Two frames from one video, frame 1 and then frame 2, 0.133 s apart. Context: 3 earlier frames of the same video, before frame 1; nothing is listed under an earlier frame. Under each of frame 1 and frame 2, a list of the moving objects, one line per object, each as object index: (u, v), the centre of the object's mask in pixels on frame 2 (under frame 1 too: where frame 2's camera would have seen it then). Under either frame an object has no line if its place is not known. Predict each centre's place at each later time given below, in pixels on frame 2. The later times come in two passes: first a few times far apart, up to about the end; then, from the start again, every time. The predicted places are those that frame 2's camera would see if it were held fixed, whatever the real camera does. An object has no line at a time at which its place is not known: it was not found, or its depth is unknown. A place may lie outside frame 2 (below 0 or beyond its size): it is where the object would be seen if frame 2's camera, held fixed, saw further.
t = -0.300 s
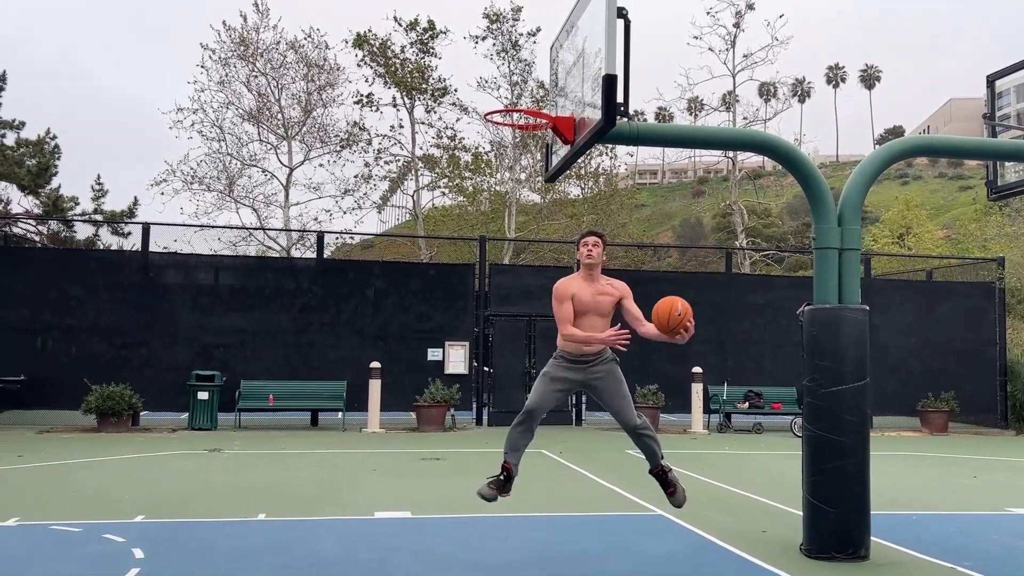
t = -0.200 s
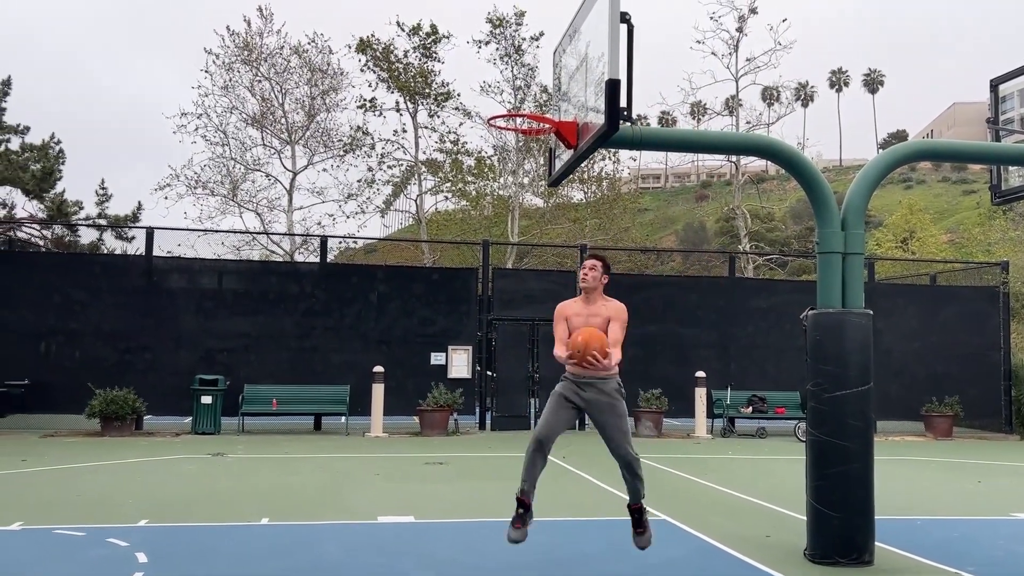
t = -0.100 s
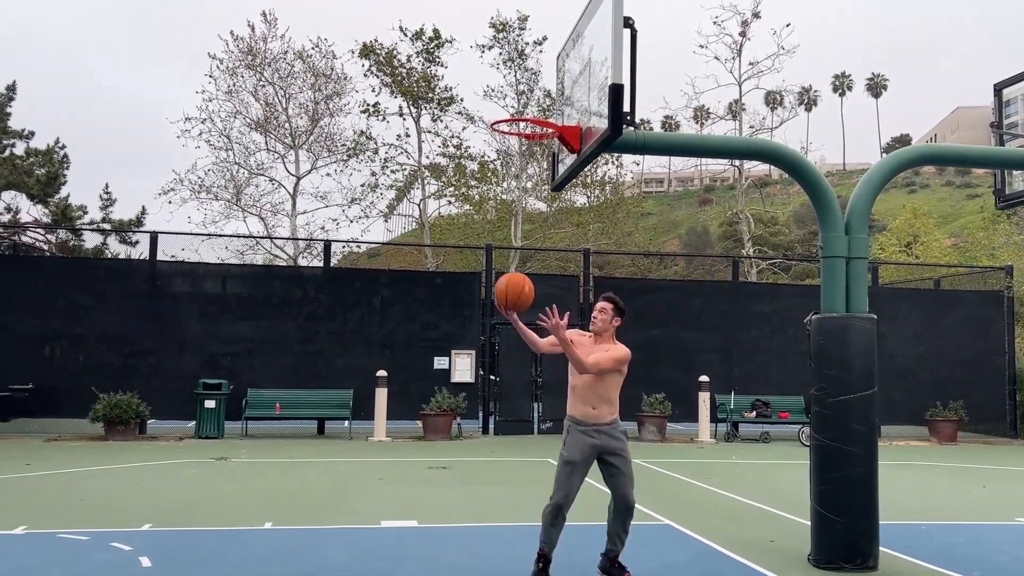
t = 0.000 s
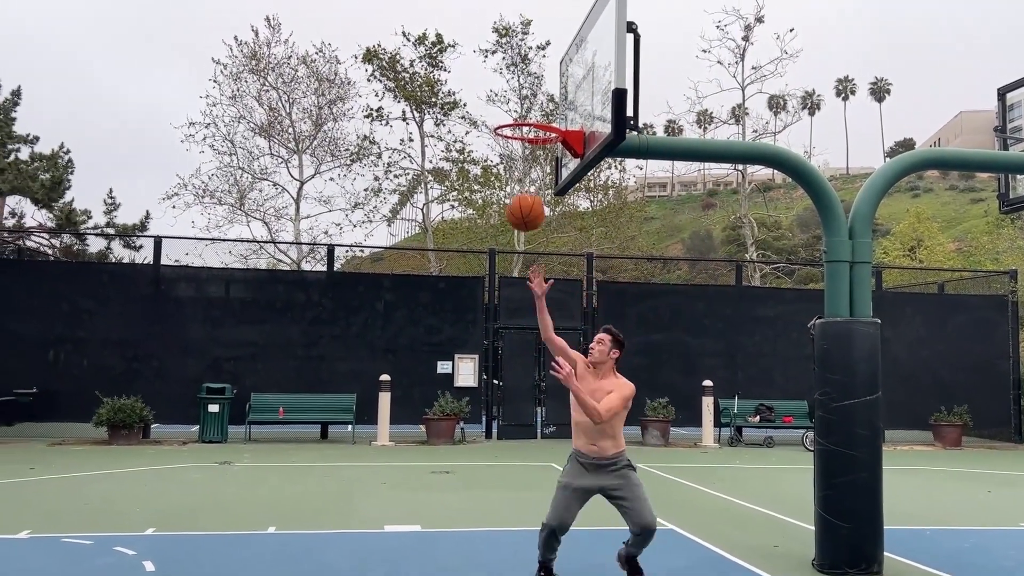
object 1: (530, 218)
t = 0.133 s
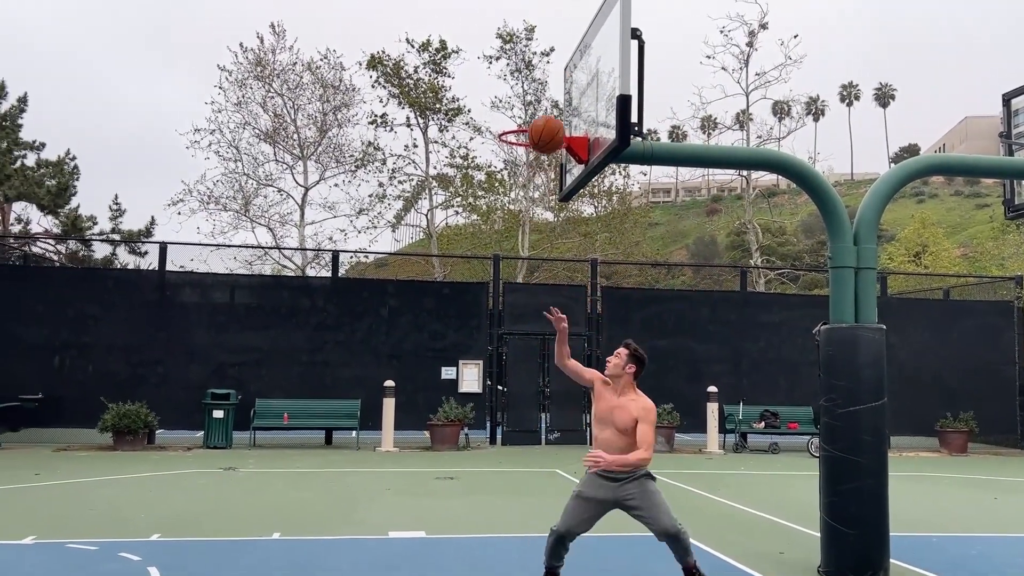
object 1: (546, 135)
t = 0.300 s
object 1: (565, 71)
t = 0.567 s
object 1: (565, 73)
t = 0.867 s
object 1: (523, 141)
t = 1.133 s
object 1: (559, 179)
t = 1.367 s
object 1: (558, 244)
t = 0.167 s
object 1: (551, 118)
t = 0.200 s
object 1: (555, 104)
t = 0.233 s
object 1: (558, 91)
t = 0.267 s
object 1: (562, 80)
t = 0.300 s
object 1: (565, 71)
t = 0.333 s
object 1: (569, 64)
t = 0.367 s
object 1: (572, 58)
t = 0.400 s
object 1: (576, 54)
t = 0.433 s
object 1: (579, 52)
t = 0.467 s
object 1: (580, 53)
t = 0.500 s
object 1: (575, 58)
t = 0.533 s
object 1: (570, 65)
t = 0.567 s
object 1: (565, 73)
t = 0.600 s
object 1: (560, 82)
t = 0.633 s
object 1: (556, 93)
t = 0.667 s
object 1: (551, 106)
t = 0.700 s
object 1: (547, 117)
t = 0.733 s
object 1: (541, 135)
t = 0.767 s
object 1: (531, 136)
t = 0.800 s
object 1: (522, 139)
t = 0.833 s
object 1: (519, 140)
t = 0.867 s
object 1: (523, 141)
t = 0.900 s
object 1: (527, 146)
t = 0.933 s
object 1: (532, 149)
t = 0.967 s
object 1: (539, 153)
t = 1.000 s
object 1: (544, 158)
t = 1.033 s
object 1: (549, 163)
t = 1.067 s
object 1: (553, 168)
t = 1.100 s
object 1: (557, 173)
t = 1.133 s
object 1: (559, 179)
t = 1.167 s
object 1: (560, 185)
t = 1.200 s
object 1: (560, 191)
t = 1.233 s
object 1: (560, 199)
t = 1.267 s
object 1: (560, 208)
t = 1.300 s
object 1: (559, 219)
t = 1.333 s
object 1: (558, 231)
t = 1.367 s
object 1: (558, 244)
